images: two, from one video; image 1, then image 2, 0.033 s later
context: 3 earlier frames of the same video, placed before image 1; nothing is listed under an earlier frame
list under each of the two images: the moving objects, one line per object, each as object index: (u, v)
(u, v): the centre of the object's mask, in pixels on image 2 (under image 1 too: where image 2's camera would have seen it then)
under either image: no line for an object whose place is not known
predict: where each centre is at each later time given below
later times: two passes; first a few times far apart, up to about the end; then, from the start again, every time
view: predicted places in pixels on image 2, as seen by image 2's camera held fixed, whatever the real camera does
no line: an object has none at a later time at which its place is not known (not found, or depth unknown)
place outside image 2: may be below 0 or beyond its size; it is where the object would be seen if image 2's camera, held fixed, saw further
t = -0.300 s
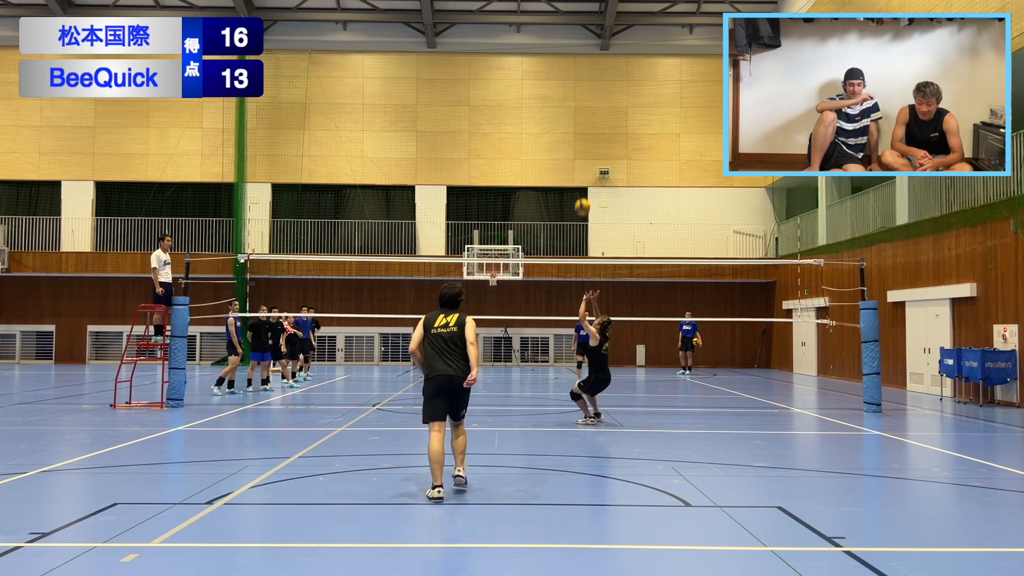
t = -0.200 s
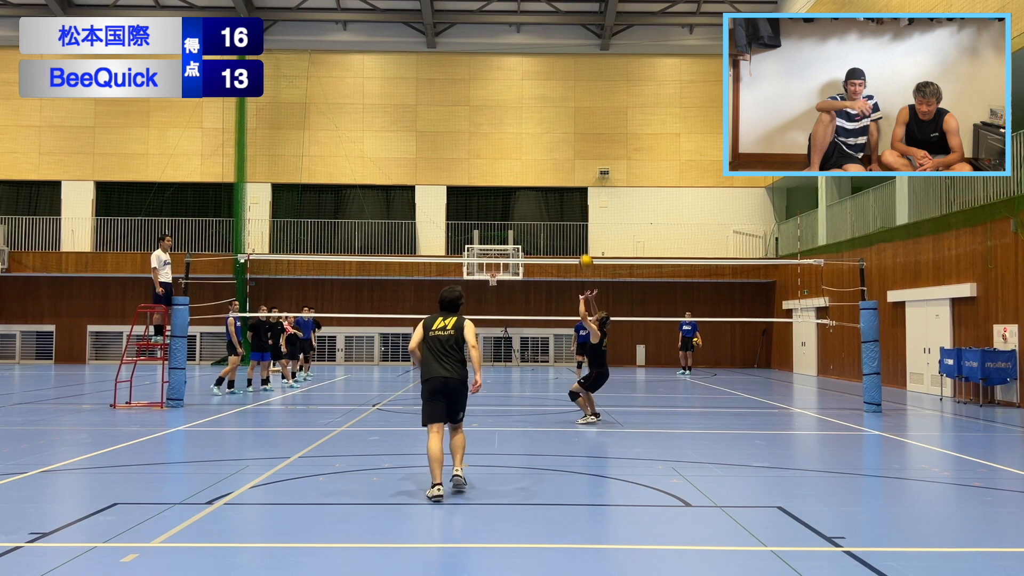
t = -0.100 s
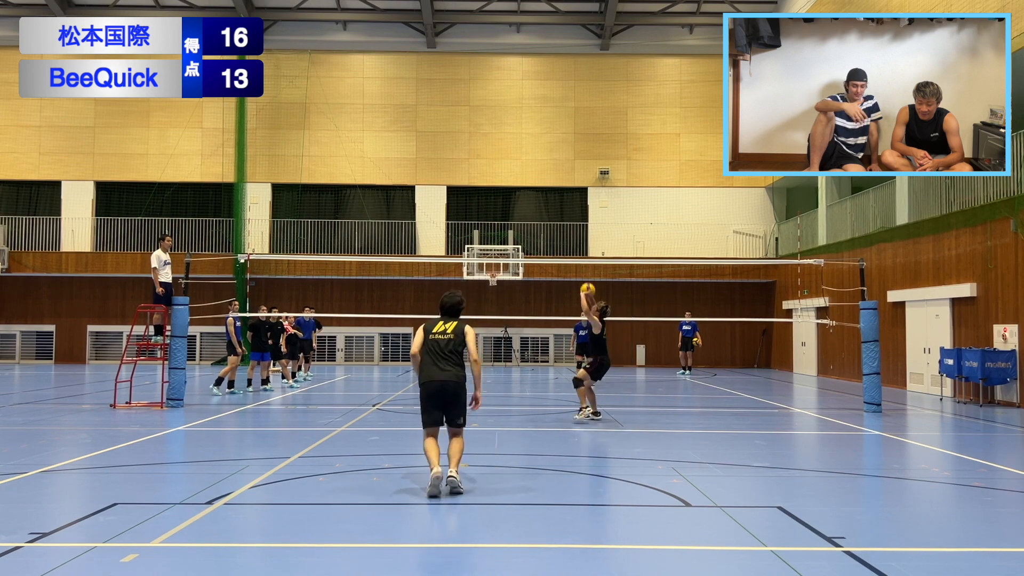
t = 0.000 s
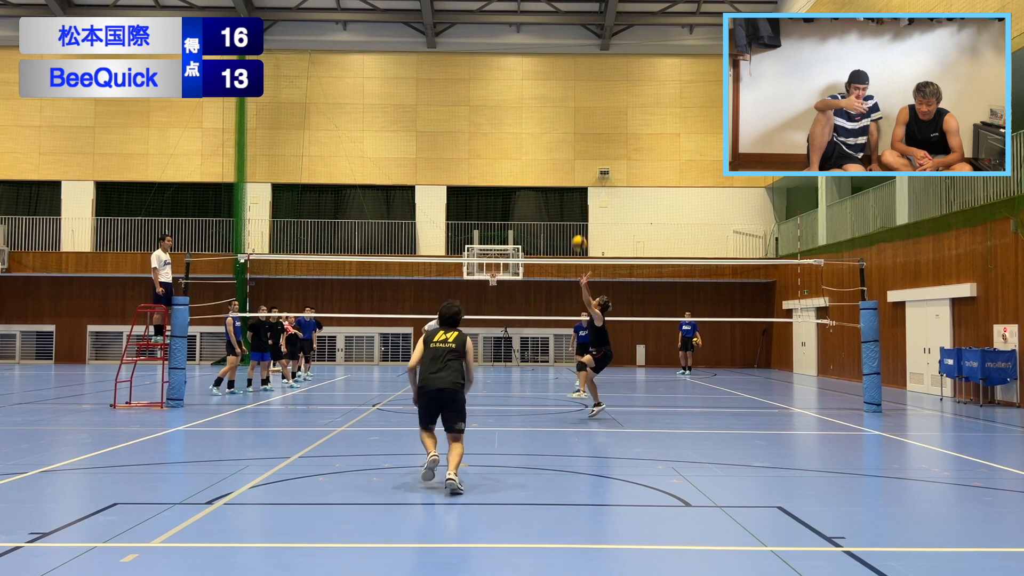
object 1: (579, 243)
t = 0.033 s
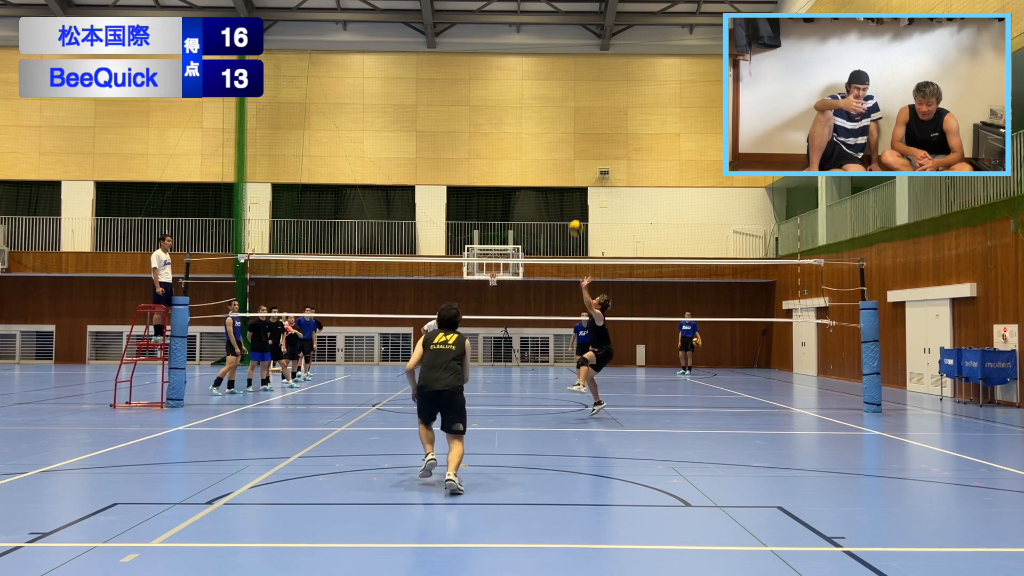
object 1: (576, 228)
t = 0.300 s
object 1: (552, 137)
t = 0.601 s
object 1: (526, 95)
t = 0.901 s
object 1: (501, 114)
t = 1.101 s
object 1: (484, 159)
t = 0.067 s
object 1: (573, 214)
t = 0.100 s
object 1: (570, 200)
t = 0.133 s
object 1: (567, 188)
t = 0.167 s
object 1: (564, 175)
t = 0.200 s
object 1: (561, 165)
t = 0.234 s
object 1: (558, 154)
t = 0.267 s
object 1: (555, 145)
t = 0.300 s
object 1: (552, 137)
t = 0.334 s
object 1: (549, 129)
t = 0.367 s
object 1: (547, 121)
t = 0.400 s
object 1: (544, 115)
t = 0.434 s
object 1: (541, 110)
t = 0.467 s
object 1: (538, 106)
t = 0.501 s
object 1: (535, 102)
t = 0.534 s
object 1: (532, 99)
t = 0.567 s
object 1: (529, 96)
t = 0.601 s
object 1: (526, 95)
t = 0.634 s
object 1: (523, 94)
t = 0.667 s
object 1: (520, 94)
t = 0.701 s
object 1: (517, 94)
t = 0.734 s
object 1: (515, 96)
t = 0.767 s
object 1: (512, 98)
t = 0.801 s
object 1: (509, 101)
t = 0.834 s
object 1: (506, 104)
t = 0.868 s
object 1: (503, 109)
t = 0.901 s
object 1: (501, 114)
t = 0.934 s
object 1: (498, 120)
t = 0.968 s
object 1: (495, 126)
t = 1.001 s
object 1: (492, 133)
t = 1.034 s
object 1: (489, 141)
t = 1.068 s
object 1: (486, 150)
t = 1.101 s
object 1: (484, 159)
